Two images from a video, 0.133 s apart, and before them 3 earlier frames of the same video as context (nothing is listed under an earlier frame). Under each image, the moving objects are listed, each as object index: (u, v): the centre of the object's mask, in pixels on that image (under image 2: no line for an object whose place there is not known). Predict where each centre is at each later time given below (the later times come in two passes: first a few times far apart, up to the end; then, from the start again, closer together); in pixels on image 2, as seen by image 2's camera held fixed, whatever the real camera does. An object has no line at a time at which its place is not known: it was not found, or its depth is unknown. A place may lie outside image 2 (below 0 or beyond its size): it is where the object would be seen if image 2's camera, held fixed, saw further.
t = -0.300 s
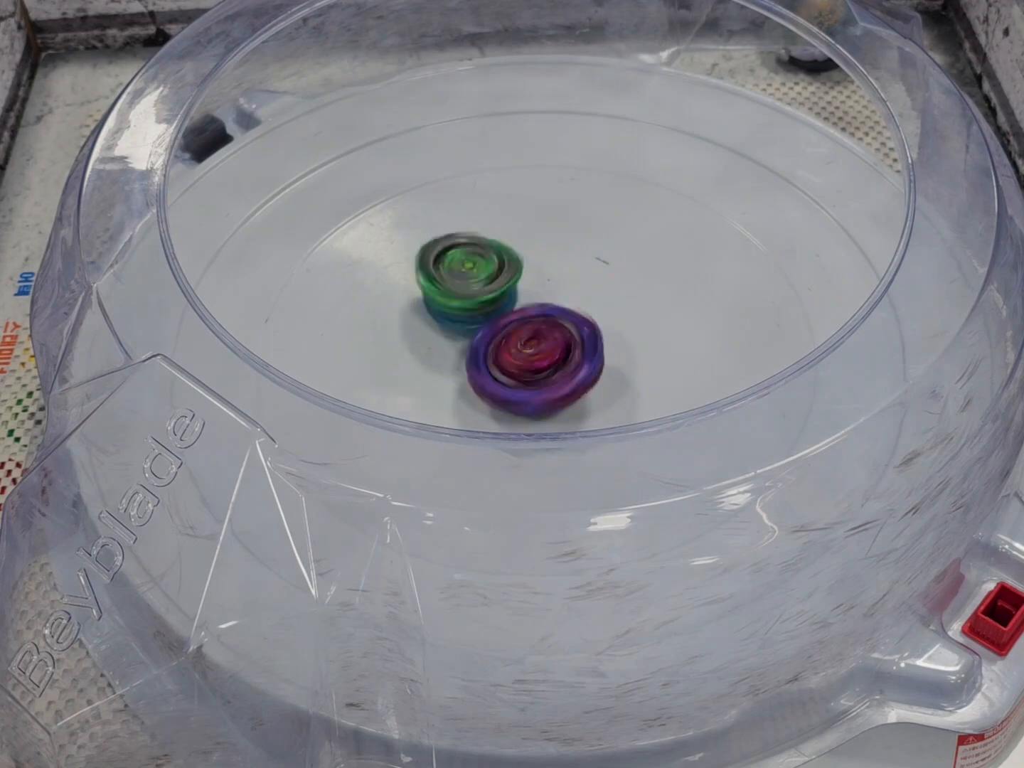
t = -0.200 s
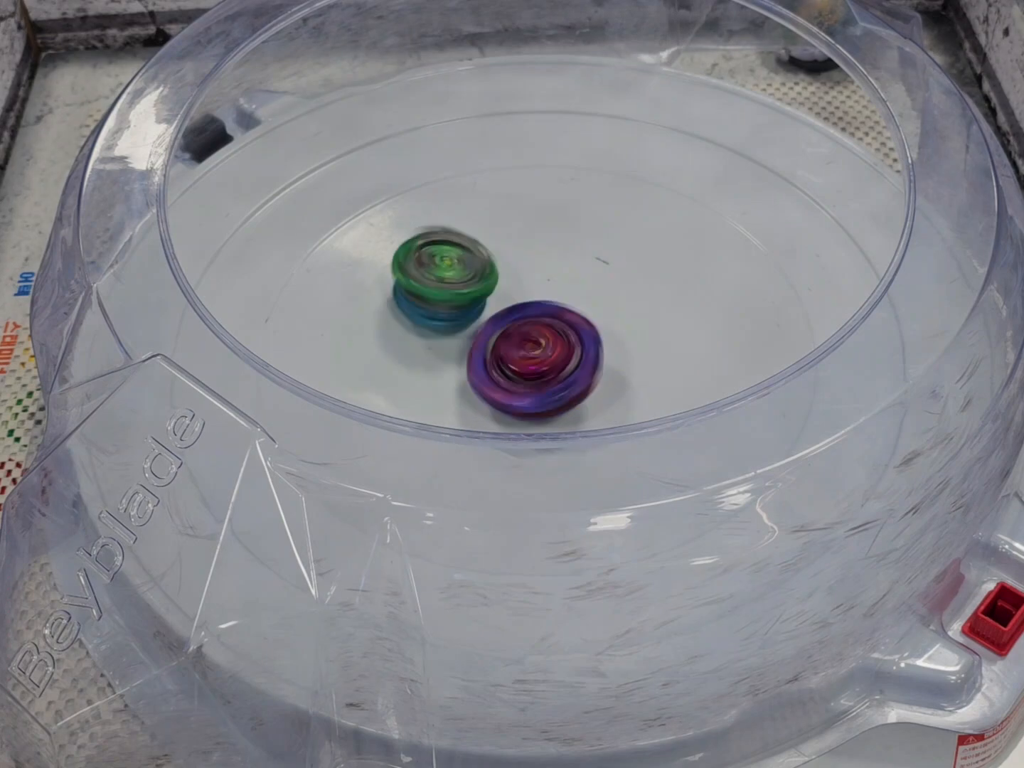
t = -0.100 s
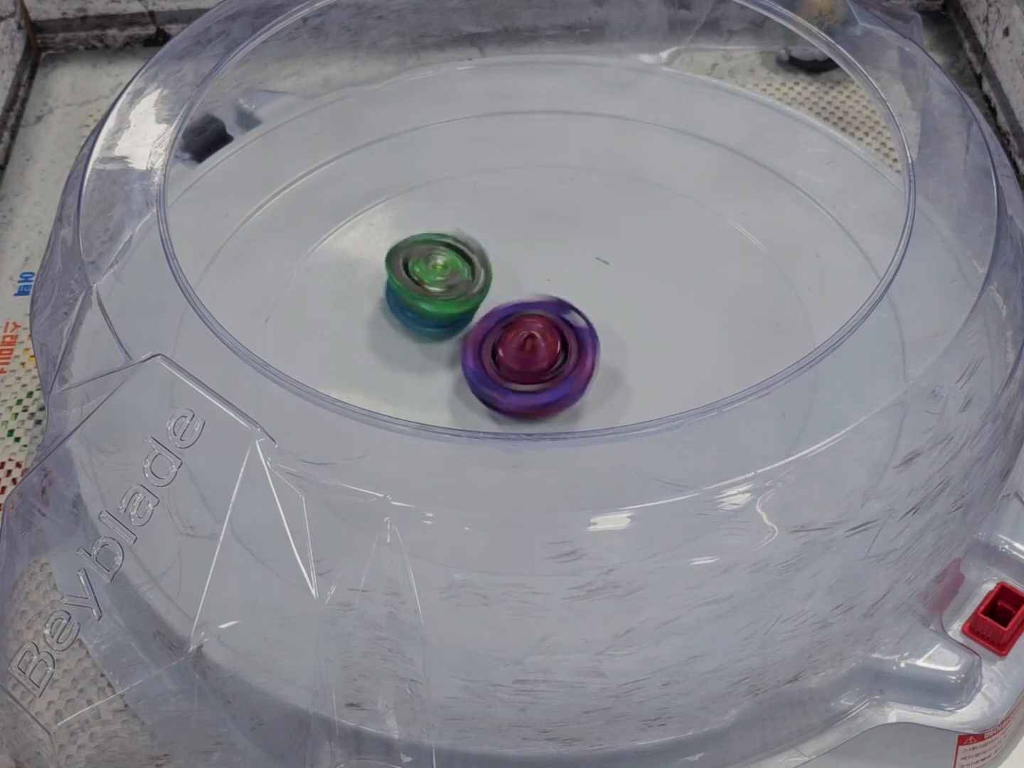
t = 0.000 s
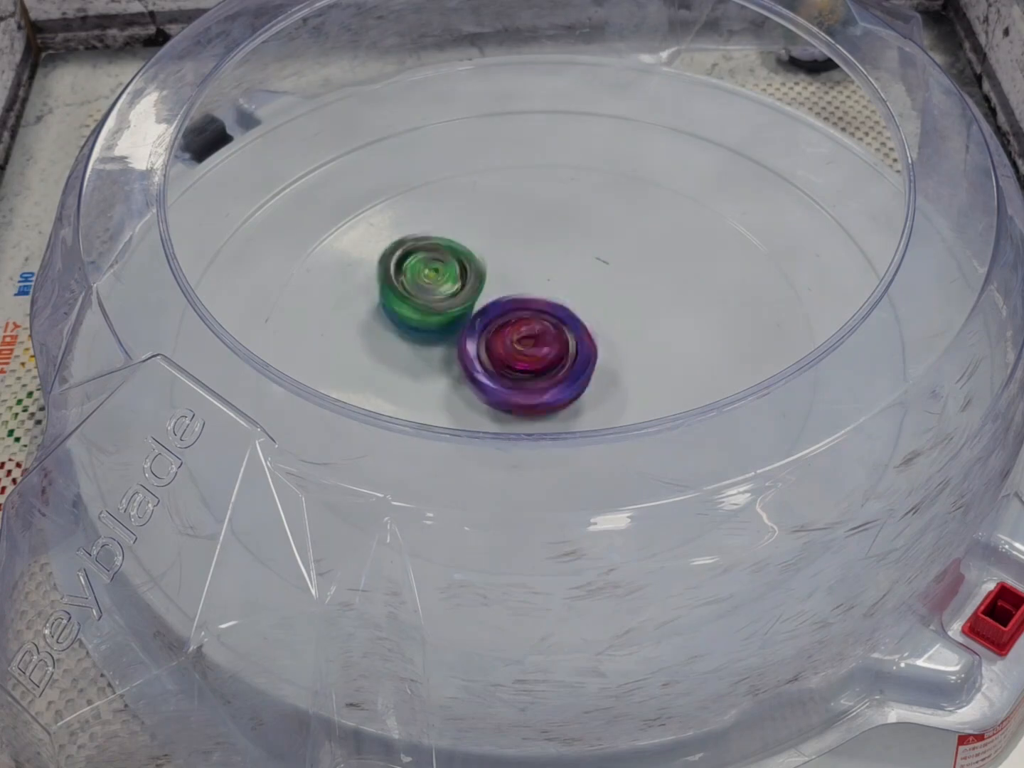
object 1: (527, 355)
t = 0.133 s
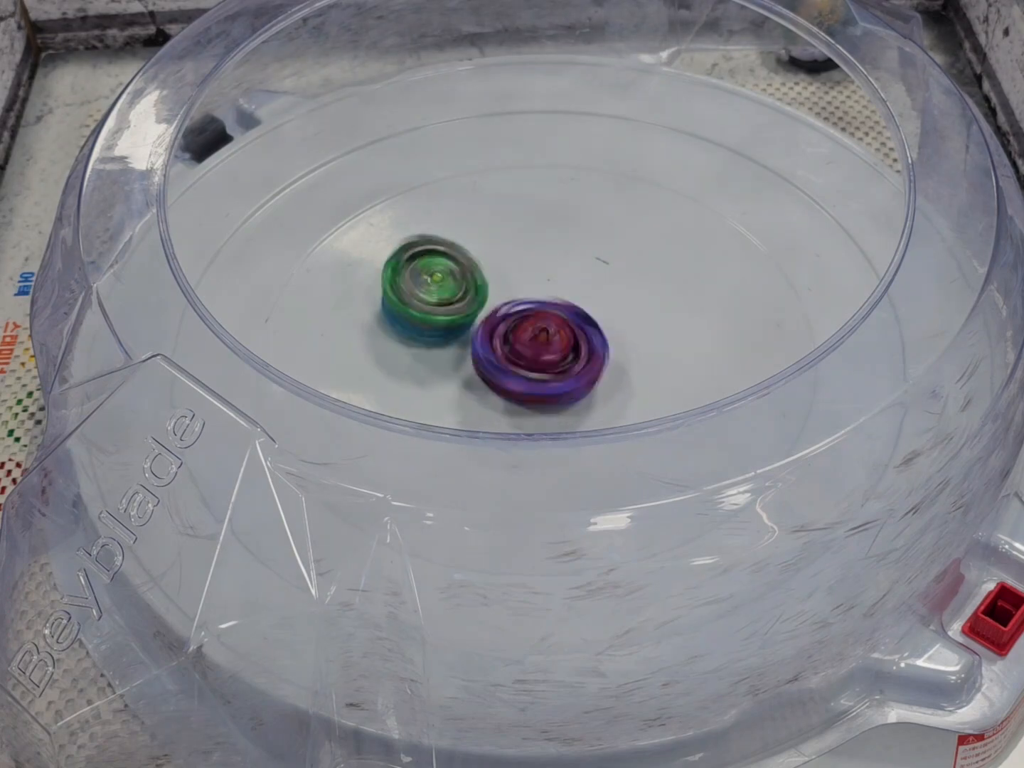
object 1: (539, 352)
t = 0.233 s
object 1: (549, 352)
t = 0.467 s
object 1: (556, 349)
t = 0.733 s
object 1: (572, 350)
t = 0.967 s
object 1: (563, 353)
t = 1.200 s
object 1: (583, 347)
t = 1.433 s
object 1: (559, 349)
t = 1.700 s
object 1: (590, 338)
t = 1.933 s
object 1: (572, 329)
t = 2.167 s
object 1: (579, 344)
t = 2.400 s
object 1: (566, 335)
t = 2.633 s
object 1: (545, 310)
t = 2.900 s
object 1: (536, 290)
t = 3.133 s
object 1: (507, 314)
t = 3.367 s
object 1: (484, 343)
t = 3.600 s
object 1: (473, 361)
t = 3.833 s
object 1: (473, 357)
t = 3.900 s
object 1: (472, 354)
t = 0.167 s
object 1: (542, 350)
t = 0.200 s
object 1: (546, 352)
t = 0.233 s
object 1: (549, 352)
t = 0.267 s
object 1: (550, 351)
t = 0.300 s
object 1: (551, 351)
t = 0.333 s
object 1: (551, 351)
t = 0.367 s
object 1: (553, 352)
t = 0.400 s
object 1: (557, 352)
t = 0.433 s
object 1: (555, 350)
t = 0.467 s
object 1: (556, 349)
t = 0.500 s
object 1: (556, 350)
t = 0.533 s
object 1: (557, 352)
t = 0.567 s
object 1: (559, 351)
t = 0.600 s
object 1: (557, 354)
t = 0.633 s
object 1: (558, 355)
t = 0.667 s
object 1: (561, 355)
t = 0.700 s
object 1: (569, 354)
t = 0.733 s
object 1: (572, 350)
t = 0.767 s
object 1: (569, 349)
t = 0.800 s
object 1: (566, 351)
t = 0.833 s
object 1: (566, 351)
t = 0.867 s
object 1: (568, 352)
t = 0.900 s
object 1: (571, 352)
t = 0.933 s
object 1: (566, 351)
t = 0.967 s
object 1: (563, 353)
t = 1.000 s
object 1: (567, 353)
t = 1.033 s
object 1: (566, 352)
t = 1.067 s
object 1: (570, 352)
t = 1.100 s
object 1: (579, 350)
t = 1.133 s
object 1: (582, 349)
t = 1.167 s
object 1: (582, 350)
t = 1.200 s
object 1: (583, 347)
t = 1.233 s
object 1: (581, 347)
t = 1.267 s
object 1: (577, 349)
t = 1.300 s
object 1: (575, 347)
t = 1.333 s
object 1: (571, 347)
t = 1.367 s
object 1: (566, 349)
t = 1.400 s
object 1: (564, 348)
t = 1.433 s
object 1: (559, 349)
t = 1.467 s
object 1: (561, 352)
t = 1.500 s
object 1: (566, 350)
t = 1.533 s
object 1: (571, 349)
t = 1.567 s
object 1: (574, 349)
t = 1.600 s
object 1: (577, 346)
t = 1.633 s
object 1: (577, 344)
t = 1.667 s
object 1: (579, 344)
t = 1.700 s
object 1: (590, 338)
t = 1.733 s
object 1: (593, 335)
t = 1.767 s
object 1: (591, 332)
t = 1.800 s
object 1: (585, 332)
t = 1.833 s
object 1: (579, 329)
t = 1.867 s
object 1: (574, 329)
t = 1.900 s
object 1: (572, 327)
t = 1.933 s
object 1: (572, 329)
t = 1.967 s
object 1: (569, 329)
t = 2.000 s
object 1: (569, 332)
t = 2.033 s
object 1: (569, 337)
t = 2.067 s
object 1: (575, 339)
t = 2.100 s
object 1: (578, 341)
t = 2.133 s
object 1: (578, 343)
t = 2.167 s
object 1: (579, 344)
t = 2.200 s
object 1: (577, 342)
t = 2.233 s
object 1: (577, 339)
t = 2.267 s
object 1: (576, 337)
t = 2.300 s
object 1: (573, 339)
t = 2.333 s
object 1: (569, 339)
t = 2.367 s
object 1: (567, 336)
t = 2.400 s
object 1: (566, 335)
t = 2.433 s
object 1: (564, 333)
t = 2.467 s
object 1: (560, 335)
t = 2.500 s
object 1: (560, 330)
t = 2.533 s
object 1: (556, 325)
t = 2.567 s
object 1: (551, 319)
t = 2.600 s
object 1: (546, 316)
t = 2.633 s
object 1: (545, 310)
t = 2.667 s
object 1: (540, 305)
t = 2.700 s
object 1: (538, 301)
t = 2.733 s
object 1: (537, 298)
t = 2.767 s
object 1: (537, 296)
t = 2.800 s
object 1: (539, 295)
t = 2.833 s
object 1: (537, 291)
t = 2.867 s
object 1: (537, 291)
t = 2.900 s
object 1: (536, 290)
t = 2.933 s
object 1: (535, 293)
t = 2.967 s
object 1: (536, 296)
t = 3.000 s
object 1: (534, 299)
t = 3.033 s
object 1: (528, 301)
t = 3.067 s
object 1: (519, 305)
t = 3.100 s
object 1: (509, 311)
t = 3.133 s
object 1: (507, 314)
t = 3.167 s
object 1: (503, 321)
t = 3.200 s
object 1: (496, 327)
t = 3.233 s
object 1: (495, 329)
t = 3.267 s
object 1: (492, 331)
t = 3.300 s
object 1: (489, 335)
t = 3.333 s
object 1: (487, 338)
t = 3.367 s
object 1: (484, 343)
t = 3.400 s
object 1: (479, 350)
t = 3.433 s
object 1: (478, 352)
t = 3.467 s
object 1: (476, 355)
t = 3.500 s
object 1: (473, 358)
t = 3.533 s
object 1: (473, 358)
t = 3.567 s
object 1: (473, 359)
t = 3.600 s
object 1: (473, 361)
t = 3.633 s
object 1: (474, 362)
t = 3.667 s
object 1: (474, 363)
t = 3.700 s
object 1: (475, 363)
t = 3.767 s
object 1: (474, 361)
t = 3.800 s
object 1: (474, 359)
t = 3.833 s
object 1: (473, 357)
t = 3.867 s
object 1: (472, 356)
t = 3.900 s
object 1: (472, 354)
